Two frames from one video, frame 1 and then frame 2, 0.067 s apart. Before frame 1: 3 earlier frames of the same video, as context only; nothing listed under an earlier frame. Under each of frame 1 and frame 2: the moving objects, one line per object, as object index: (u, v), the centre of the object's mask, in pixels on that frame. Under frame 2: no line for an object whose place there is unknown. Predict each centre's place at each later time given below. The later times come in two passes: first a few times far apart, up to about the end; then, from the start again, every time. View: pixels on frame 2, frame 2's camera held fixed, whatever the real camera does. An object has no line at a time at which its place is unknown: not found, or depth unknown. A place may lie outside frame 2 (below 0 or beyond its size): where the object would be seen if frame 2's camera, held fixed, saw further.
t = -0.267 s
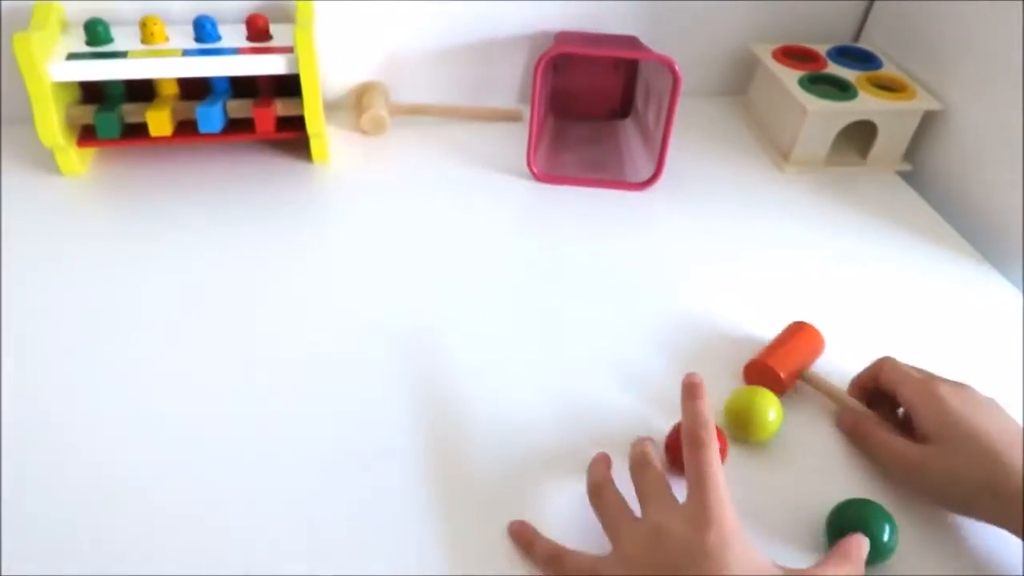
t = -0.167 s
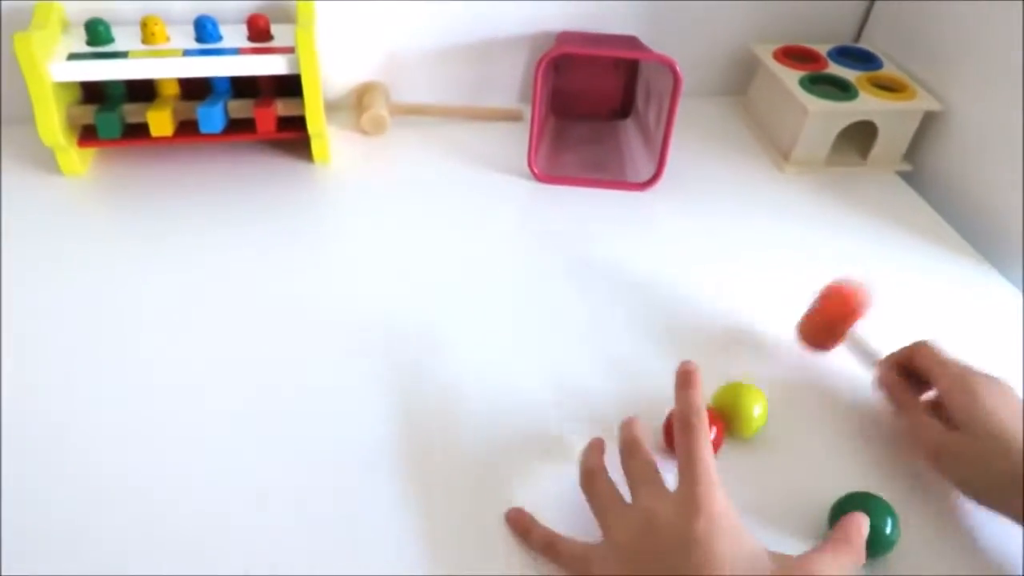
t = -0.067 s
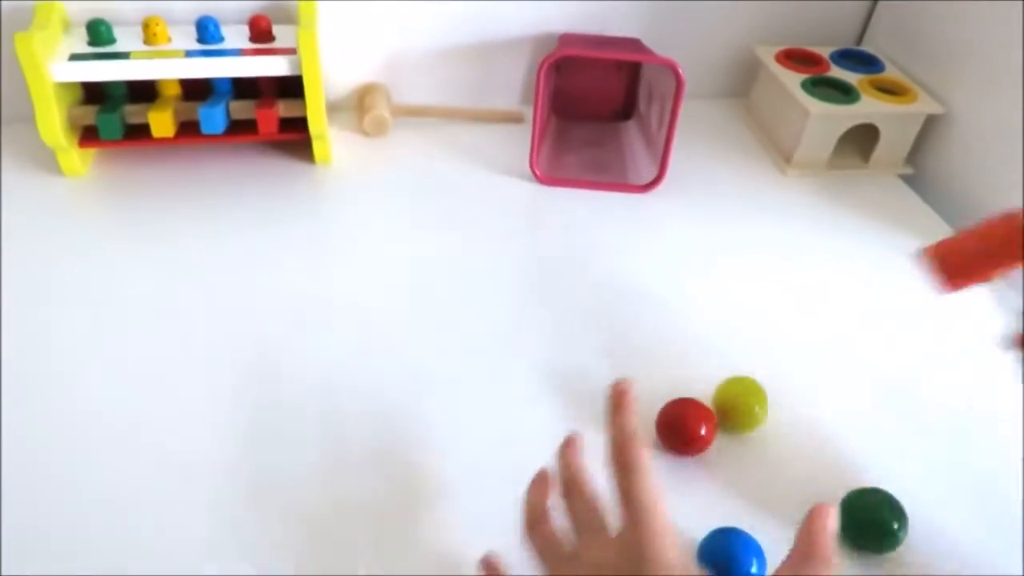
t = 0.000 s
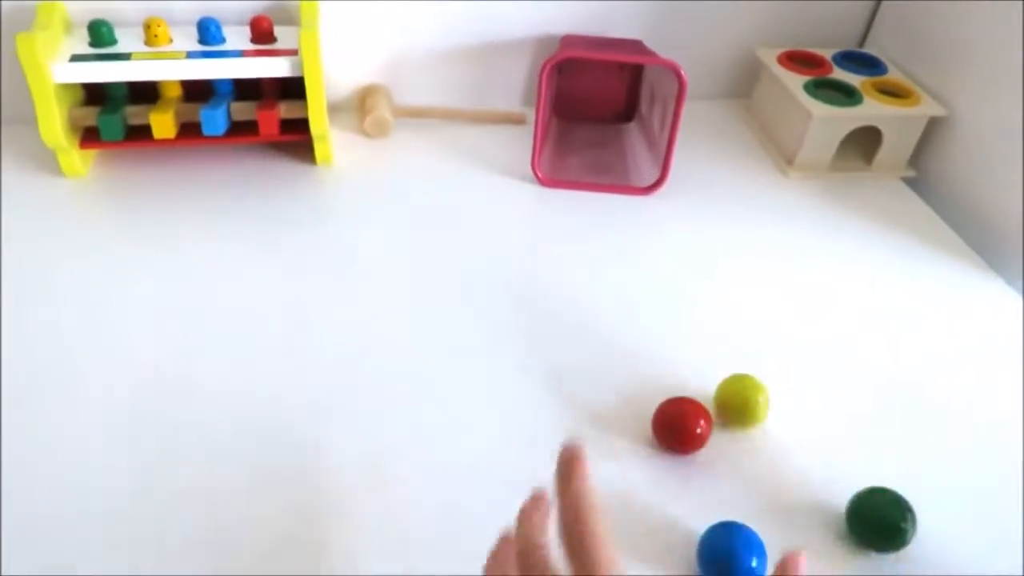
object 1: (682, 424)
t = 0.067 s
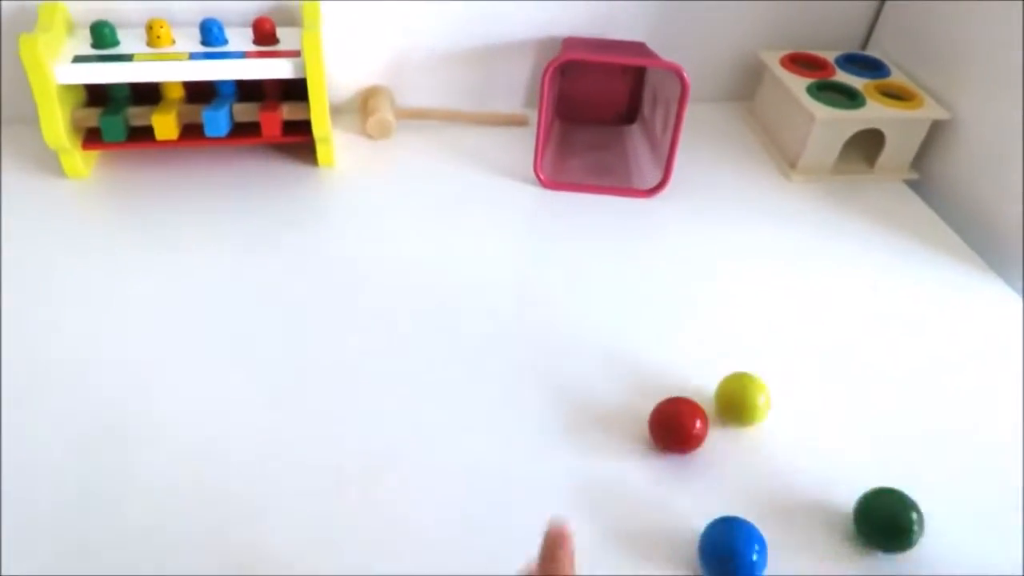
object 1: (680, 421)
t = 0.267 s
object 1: (674, 413)
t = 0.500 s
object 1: (678, 401)
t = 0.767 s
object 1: (667, 378)
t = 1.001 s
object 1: (665, 356)
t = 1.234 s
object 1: (674, 337)
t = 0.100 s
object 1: (677, 421)
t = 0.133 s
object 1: (676, 419)
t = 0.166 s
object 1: (675, 419)
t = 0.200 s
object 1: (674, 417)
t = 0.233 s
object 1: (675, 415)
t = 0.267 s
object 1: (674, 413)
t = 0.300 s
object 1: (675, 412)
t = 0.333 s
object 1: (676, 410)
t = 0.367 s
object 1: (677, 409)
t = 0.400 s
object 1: (677, 407)
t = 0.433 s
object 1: (678, 405)
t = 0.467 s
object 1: (678, 404)
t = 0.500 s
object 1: (678, 401)
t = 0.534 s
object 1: (677, 399)
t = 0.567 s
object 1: (677, 397)
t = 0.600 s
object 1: (676, 394)
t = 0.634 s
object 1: (675, 390)
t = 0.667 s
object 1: (673, 387)
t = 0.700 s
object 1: (671, 384)
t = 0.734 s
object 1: (669, 381)
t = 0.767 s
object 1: (667, 378)
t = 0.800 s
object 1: (665, 375)
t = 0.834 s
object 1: (664, 372)
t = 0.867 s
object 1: (663, 369)
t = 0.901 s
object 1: (663, 366)
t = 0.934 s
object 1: (663, 363)
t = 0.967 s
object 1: (664, 359)
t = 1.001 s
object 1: (665, 356)
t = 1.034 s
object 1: (666, 353)
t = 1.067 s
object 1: (667, 350)
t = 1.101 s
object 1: (669, 347)
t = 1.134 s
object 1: (670, 345)
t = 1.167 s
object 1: (672, 342)
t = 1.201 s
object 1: (673, 340)
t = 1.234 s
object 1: (674, 337)
